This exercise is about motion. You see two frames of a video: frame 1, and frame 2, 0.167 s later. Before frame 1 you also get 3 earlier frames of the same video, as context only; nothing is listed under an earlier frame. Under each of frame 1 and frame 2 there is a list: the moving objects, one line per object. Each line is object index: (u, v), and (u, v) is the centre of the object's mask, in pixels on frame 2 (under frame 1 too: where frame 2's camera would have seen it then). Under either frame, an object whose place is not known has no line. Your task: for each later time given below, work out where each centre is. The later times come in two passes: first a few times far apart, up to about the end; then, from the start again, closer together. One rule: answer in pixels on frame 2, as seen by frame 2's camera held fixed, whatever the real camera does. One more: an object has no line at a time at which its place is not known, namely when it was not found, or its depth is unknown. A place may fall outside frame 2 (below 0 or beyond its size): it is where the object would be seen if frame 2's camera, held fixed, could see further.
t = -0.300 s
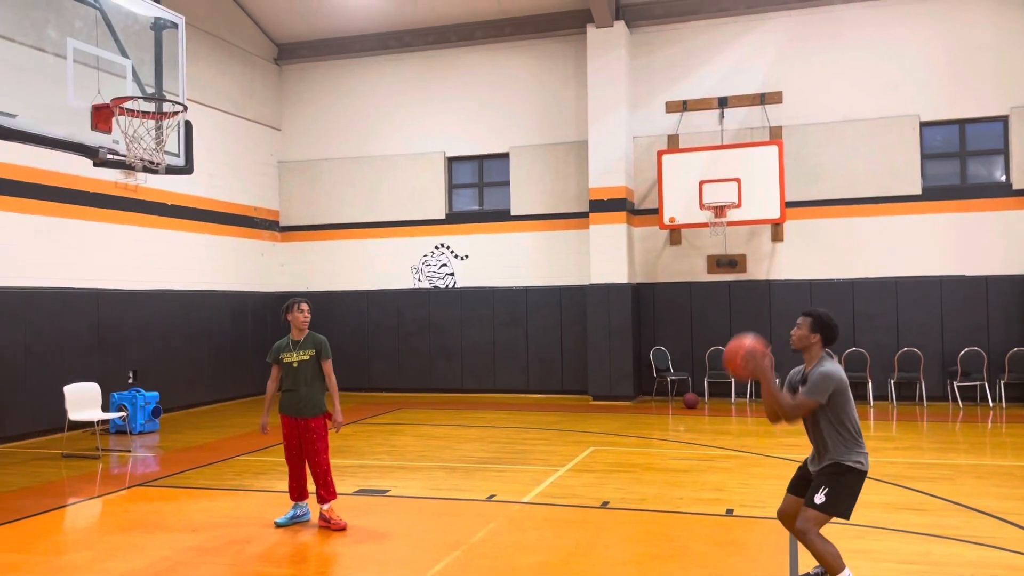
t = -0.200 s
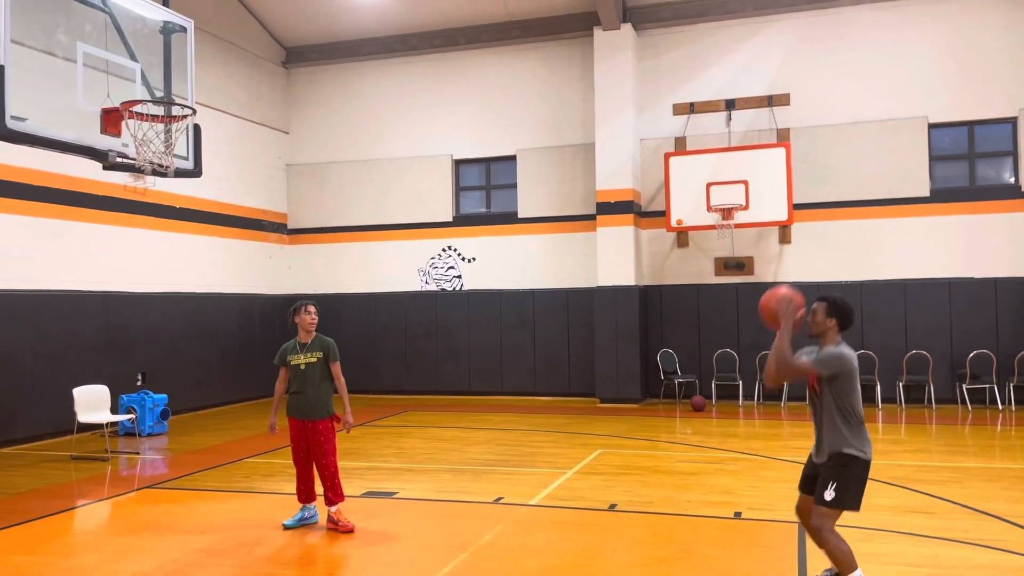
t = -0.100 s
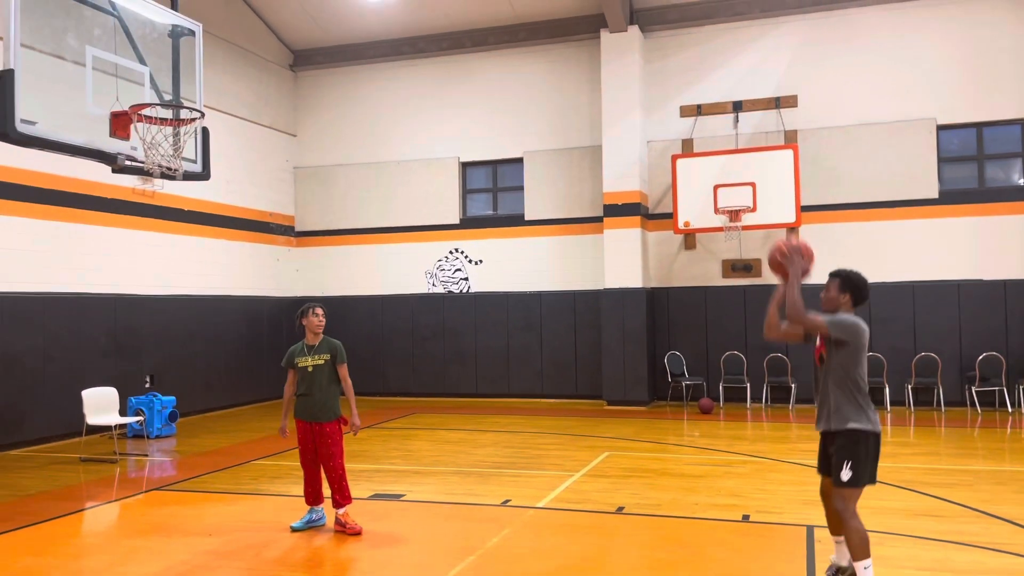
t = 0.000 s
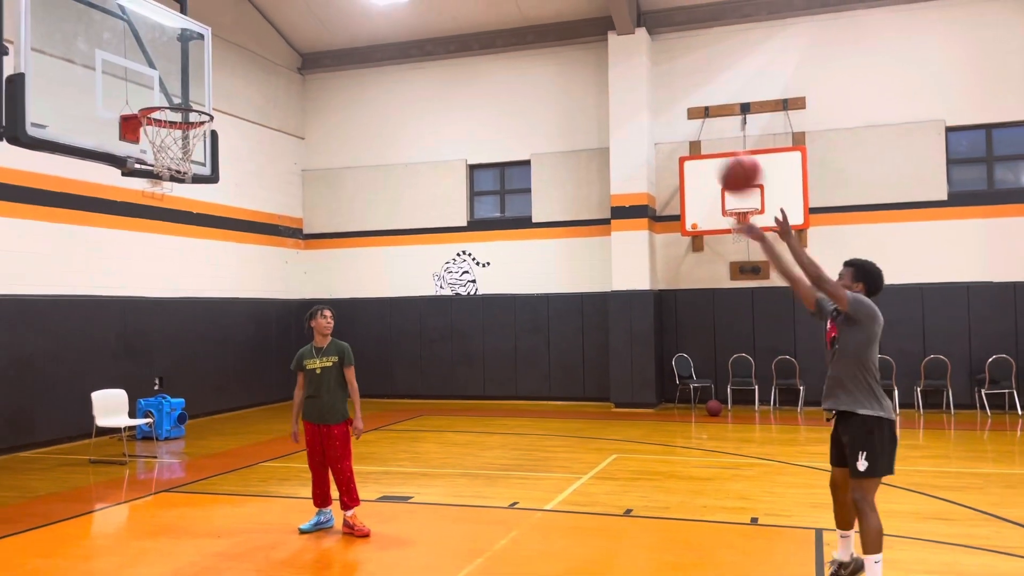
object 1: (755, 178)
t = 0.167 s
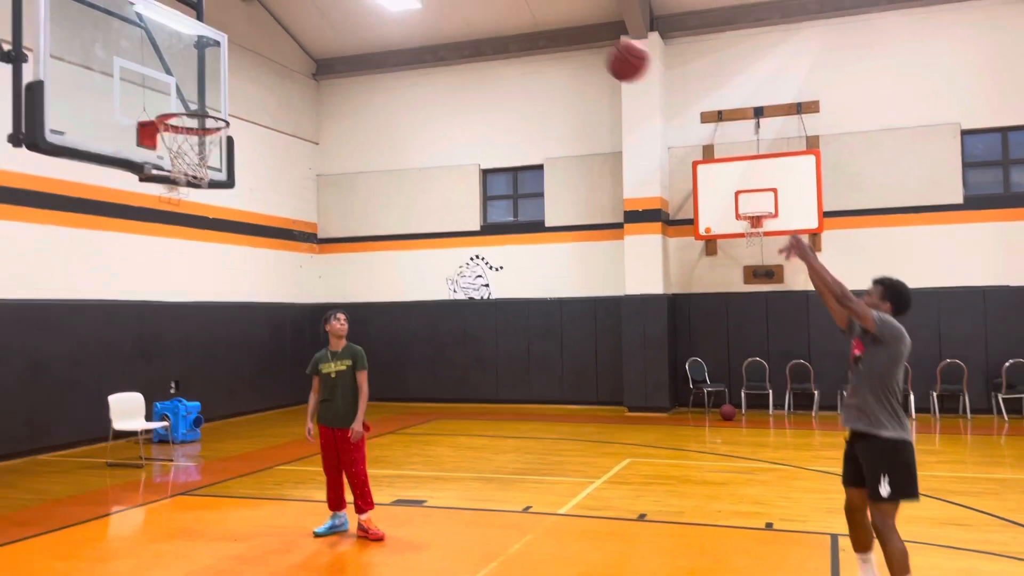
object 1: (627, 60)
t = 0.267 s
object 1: (558, 16)
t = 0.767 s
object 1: (260, 31)
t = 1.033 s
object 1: (159, 51)
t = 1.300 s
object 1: (95, 26)
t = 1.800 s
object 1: (-48, 274)
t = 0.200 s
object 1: (604, 44)
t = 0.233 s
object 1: (582, 28)
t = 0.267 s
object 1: (558, 16)
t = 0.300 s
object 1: (536, 10)
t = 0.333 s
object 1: (513, 5)
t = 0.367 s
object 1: (492, 2)
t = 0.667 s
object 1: (314, 8)
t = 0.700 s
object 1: (296, 12)
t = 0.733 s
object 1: (277, 20)
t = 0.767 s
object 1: (260, 31)
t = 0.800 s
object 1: (243, 45)
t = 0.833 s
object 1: (225, 62)
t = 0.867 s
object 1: (207, 78)
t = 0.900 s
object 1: (191, 96)
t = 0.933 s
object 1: (182, 89)
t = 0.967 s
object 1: (174, 75)
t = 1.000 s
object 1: (167, 62)
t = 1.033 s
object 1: (159, 51)
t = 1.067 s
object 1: (151, 41)
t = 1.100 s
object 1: (144, 34)
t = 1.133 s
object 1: (135, 27)
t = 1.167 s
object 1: (128, 25)
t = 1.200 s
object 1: (120, 24)
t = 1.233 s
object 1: (112, 24)
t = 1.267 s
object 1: (103, 24)
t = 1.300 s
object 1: (95, 26)
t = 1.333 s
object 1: (87, 28)
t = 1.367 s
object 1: (78, 32)
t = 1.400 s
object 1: (69, 36)
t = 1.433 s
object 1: (60, 42)
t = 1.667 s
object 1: (-7, 160)
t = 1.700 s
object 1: (-17, 183)
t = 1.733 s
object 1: (-27, 211)
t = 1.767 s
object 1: (-38, 241)
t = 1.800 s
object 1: (-48, 274)
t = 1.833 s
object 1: (-58, 313)
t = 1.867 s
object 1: (-69, 348)
